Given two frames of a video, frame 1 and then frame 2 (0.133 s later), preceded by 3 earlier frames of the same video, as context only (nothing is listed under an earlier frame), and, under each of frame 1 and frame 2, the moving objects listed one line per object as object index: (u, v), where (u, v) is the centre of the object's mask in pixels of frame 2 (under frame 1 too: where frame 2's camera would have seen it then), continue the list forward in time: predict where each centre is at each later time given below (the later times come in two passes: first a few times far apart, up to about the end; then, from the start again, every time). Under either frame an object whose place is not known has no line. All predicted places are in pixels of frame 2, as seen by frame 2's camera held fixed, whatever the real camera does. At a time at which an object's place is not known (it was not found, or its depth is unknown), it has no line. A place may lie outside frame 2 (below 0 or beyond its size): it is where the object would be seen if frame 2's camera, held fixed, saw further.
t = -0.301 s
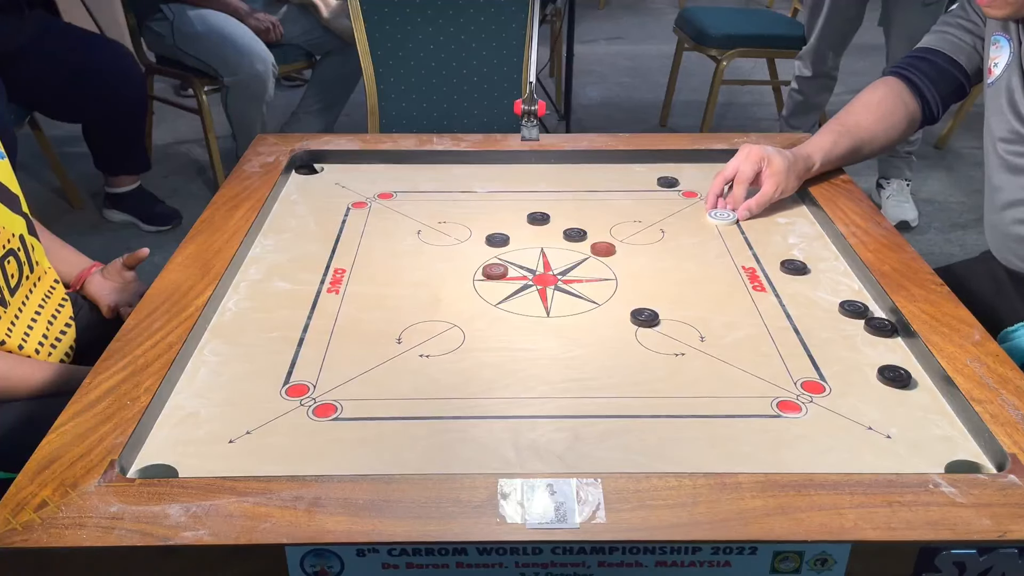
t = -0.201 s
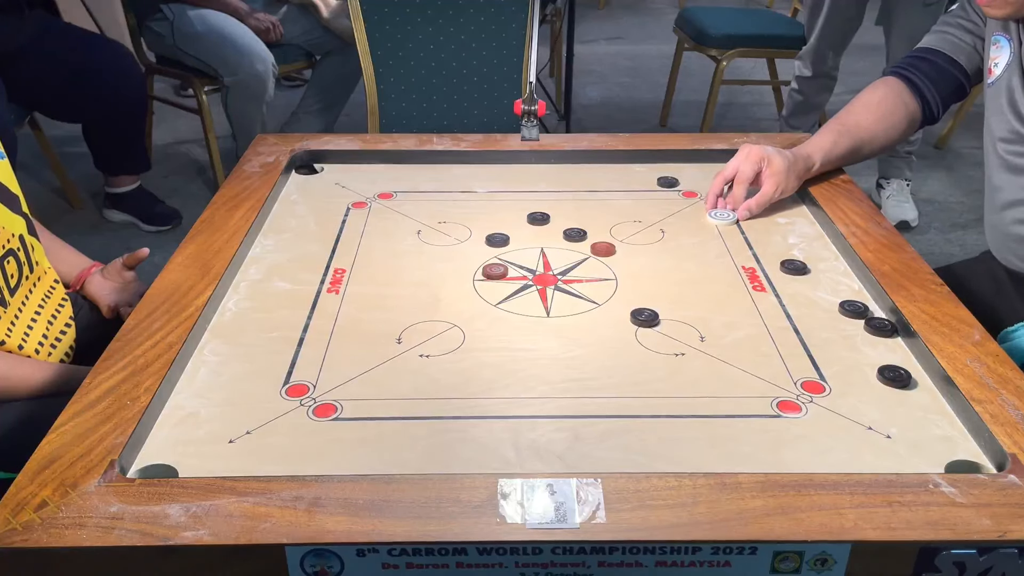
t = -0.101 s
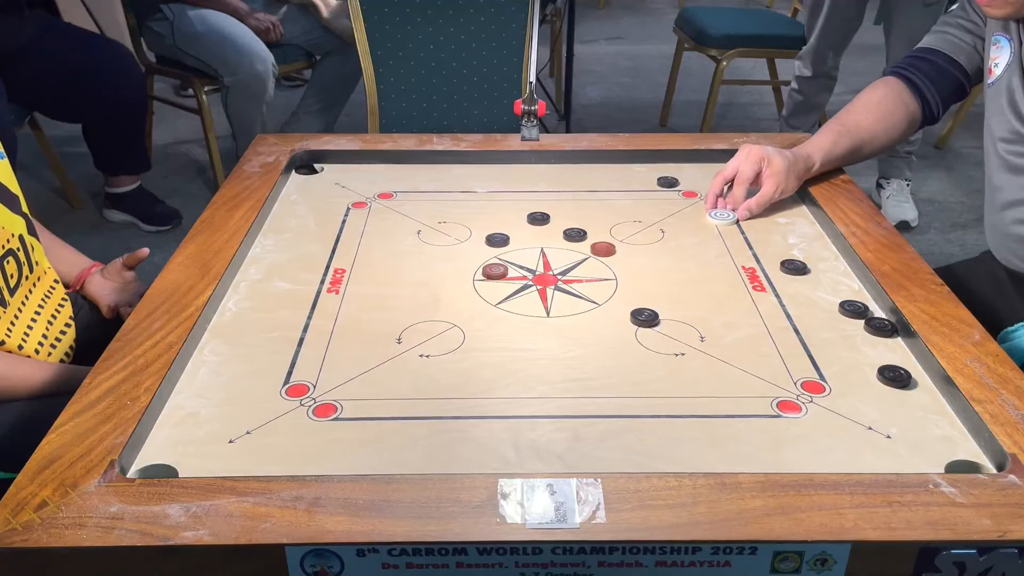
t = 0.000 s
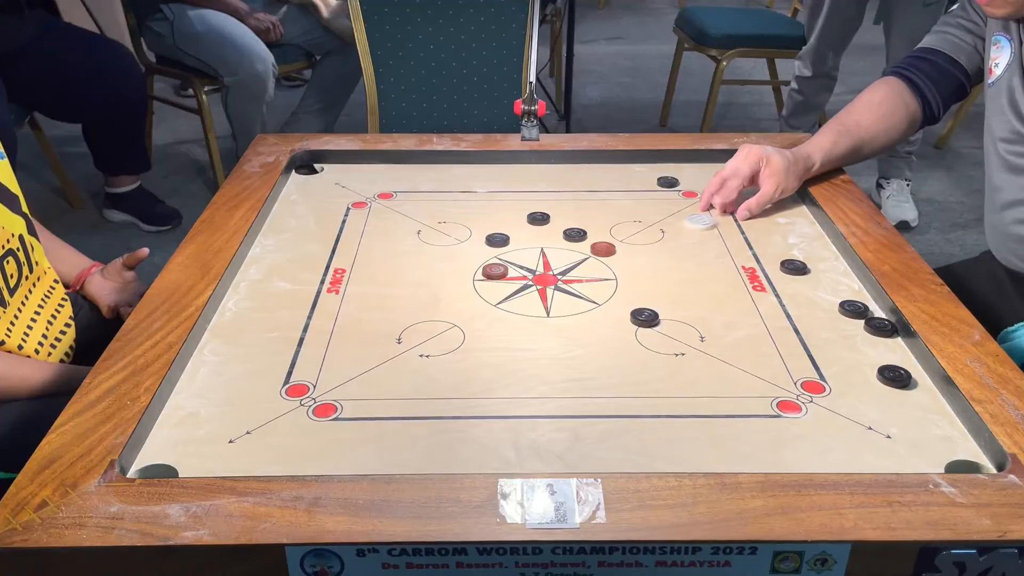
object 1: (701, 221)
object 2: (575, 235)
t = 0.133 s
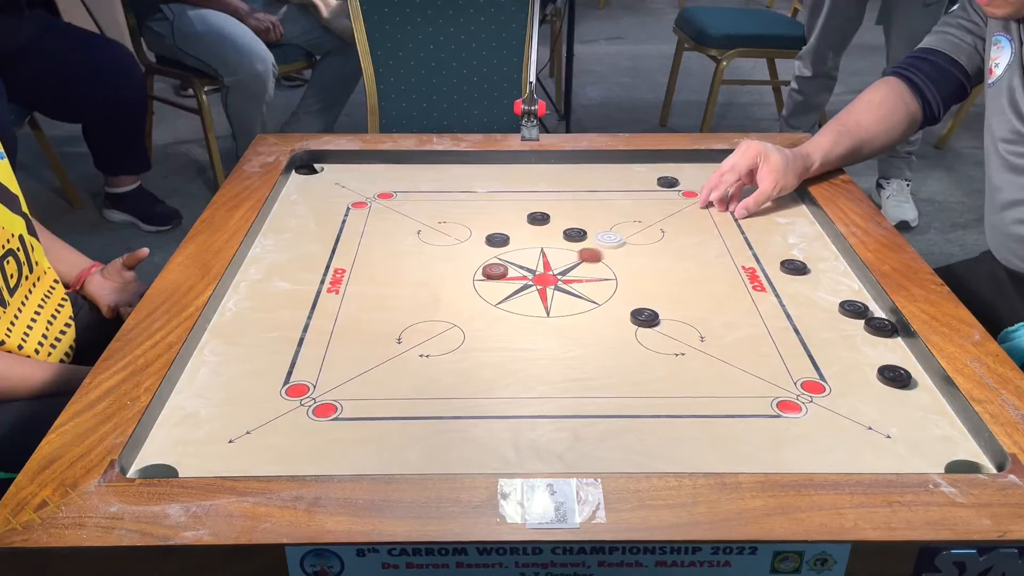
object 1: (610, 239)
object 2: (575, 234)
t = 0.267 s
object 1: (572, 247)
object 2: (522, 227)
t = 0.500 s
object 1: (536, 255)
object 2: (442, 217)
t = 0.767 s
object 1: (530, 256)
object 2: (391, 211)
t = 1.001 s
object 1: (530, 257)
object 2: (382, 210)
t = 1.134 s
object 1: (530, 257)
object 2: (382, 210)
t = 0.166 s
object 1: (597, 240)
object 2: (567, 234)
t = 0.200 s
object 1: (588, 243)
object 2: (551, 231)
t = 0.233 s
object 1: (580, 245)
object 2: (537, 229)
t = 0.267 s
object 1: (572, 247)
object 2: (522, 227)
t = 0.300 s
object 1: (564, 248)
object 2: (509, 225)
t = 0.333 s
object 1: (558, 250)
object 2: (496, 224)
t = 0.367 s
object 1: (553, 251)
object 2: (484, 222)
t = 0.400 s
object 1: (547, 253)
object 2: (473, 221)
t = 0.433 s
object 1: (543, 254)
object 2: (462, 219)
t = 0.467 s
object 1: (539, 254)
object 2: (452, 218)
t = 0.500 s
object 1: (536, 255)
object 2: (442, 217)
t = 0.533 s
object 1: (533, 256)
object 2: (433, 216)
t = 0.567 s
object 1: (532, 256)
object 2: (425, 215)
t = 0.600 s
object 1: (531, 256)
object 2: (418, 214)
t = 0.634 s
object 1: (531, 256)
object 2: (411, 213)
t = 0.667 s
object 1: (531, 256)
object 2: (405, 213)
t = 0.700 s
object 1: (530, 256)
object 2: (400, 212)
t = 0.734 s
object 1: (530, 256)
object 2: (395, 211)
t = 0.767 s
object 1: (530, 256)
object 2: (391, 211)
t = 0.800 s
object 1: (530, 256)
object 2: (388, 211)
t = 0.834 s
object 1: (530, 256)
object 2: (385, 210)
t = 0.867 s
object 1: (530, 257)
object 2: (383, 210)
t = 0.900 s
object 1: (530, 257)
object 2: (383, 210)
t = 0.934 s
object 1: (530, 257)
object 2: (382, 210)
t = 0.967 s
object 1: (530, 257)
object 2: (382, 210)
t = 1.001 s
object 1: (530, 257)
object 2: (382, 210)
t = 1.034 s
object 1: (530, 257)
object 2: (383, 210)
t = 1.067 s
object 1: (530, 257)
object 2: (383, 210)
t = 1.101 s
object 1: (530, 257)
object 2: (382, 210)
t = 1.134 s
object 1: (530, 257)
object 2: (382, 210)
